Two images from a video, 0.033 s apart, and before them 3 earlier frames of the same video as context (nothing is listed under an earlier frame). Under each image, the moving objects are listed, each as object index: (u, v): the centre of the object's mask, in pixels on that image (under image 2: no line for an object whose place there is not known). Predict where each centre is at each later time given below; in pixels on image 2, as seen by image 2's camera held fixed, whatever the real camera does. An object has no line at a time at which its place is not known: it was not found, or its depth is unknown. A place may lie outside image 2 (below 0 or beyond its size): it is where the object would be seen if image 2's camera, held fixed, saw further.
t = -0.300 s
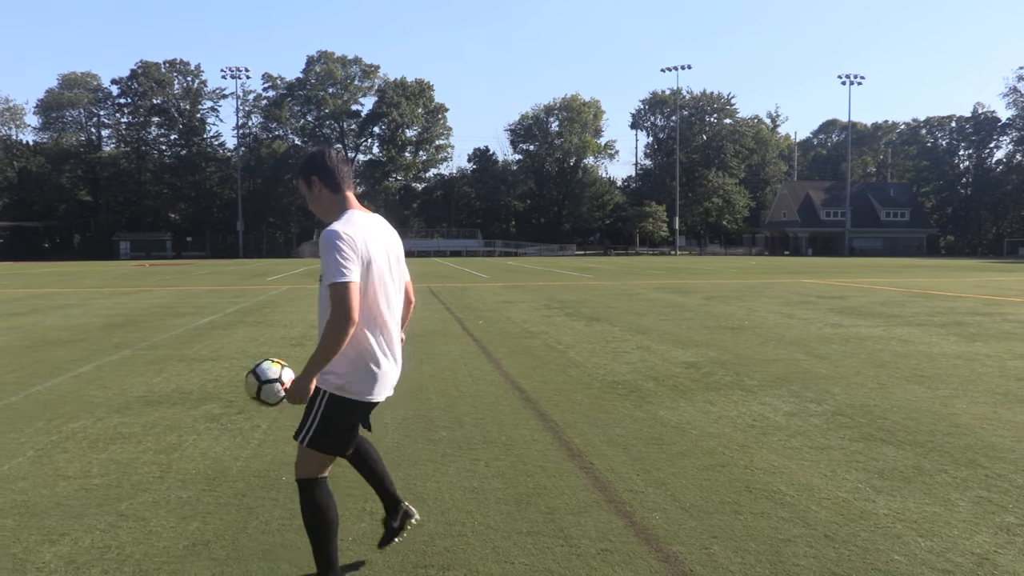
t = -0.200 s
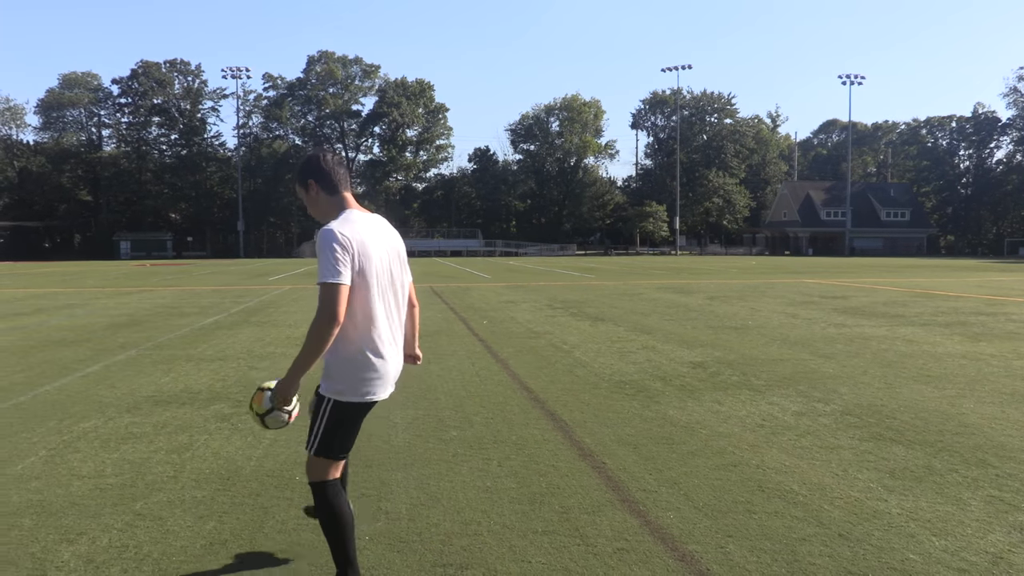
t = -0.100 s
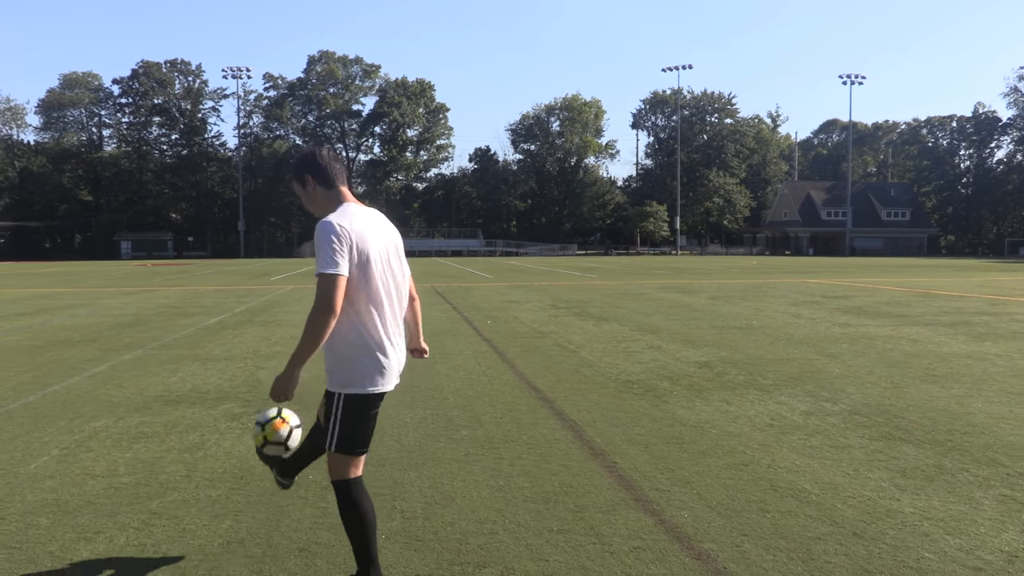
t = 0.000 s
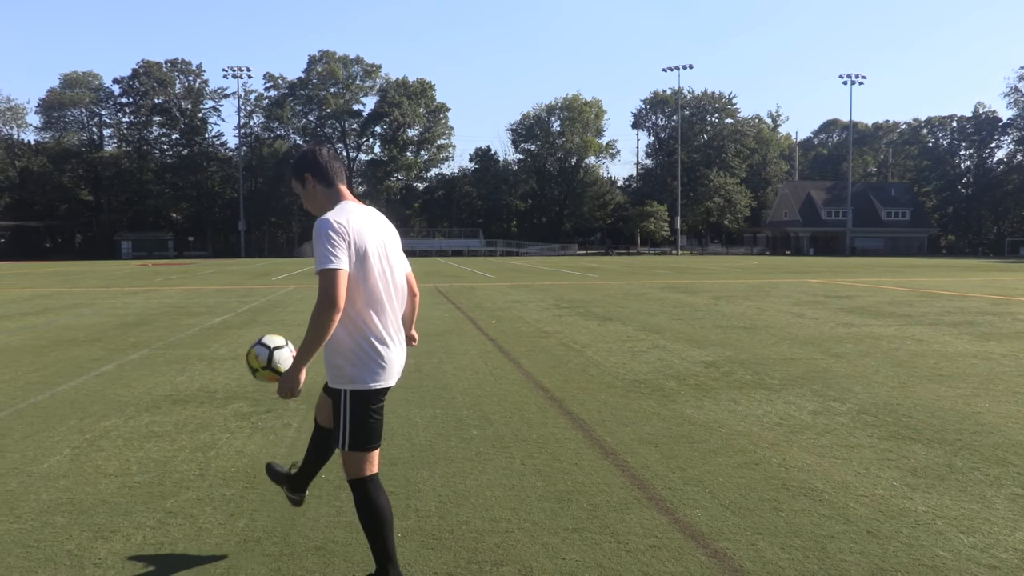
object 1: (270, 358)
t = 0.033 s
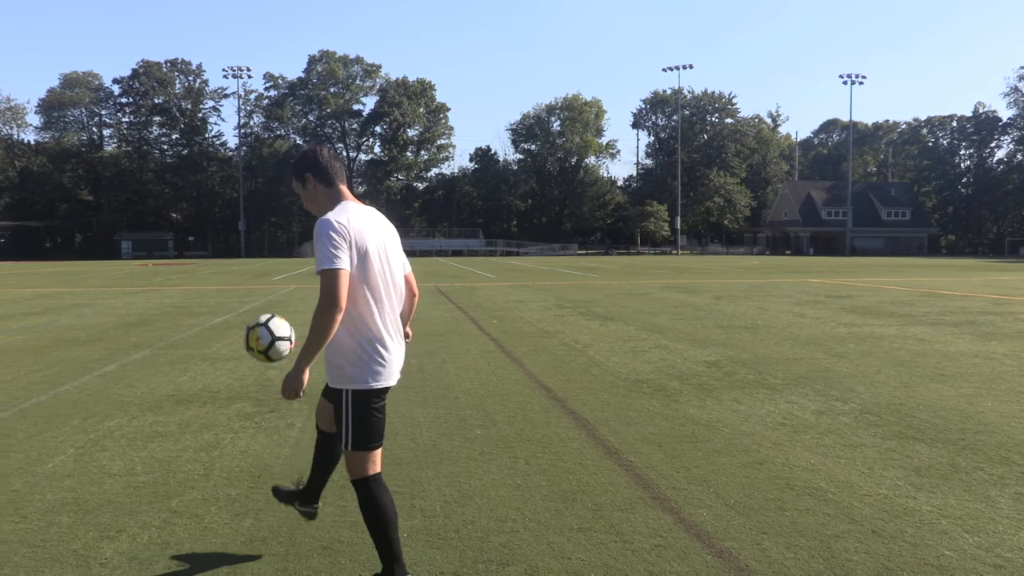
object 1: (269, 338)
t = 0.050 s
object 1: (265, 328)
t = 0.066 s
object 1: (262, 320)
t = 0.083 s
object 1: (259, 311)
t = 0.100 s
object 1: (256, 303)
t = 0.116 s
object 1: (253, 296)
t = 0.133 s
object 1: (250, 289)
